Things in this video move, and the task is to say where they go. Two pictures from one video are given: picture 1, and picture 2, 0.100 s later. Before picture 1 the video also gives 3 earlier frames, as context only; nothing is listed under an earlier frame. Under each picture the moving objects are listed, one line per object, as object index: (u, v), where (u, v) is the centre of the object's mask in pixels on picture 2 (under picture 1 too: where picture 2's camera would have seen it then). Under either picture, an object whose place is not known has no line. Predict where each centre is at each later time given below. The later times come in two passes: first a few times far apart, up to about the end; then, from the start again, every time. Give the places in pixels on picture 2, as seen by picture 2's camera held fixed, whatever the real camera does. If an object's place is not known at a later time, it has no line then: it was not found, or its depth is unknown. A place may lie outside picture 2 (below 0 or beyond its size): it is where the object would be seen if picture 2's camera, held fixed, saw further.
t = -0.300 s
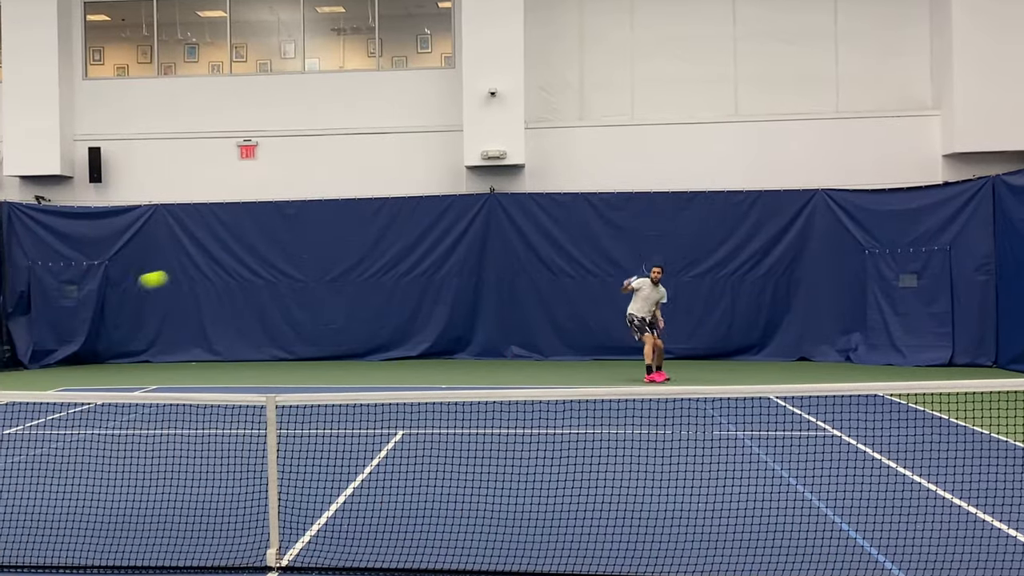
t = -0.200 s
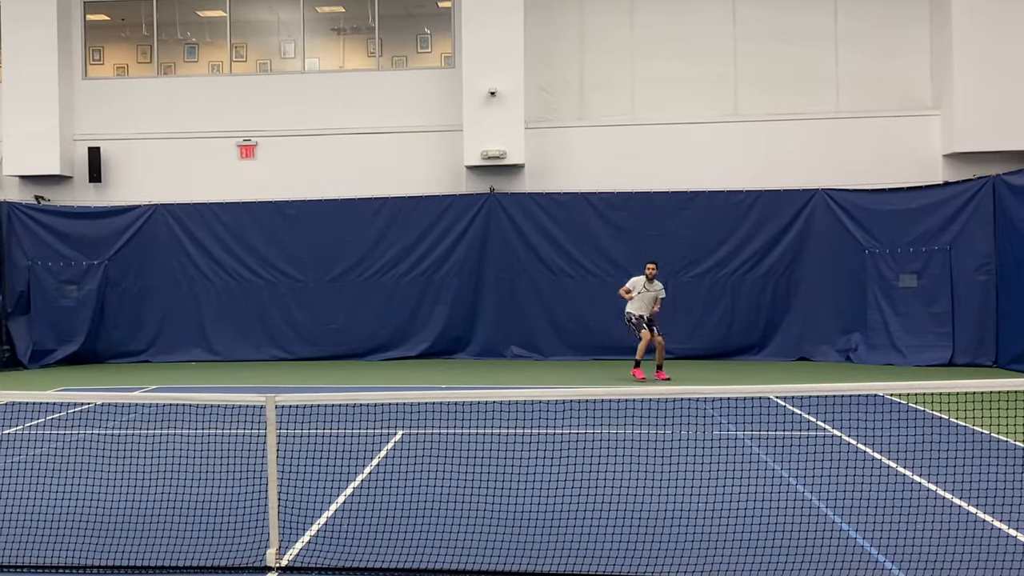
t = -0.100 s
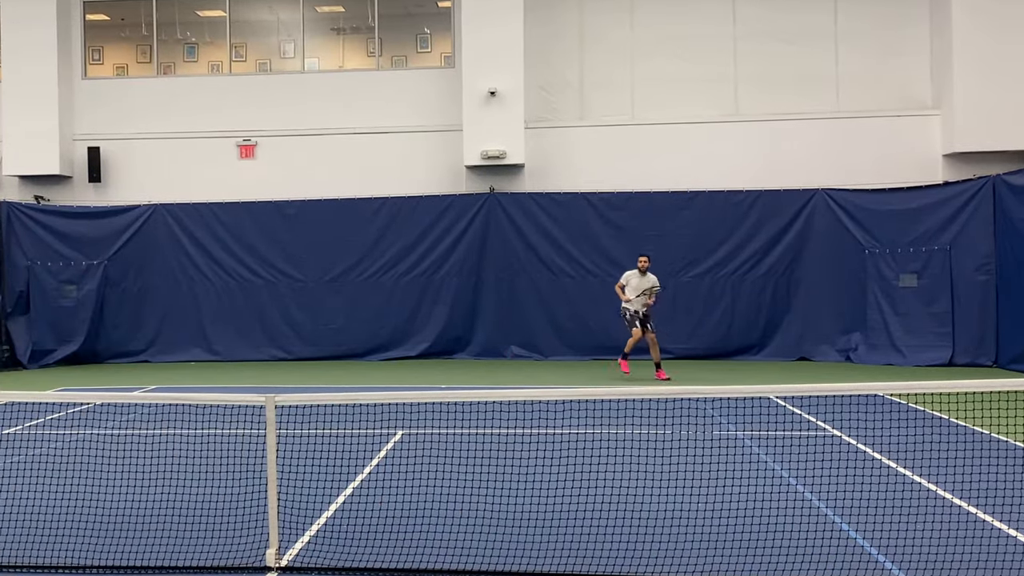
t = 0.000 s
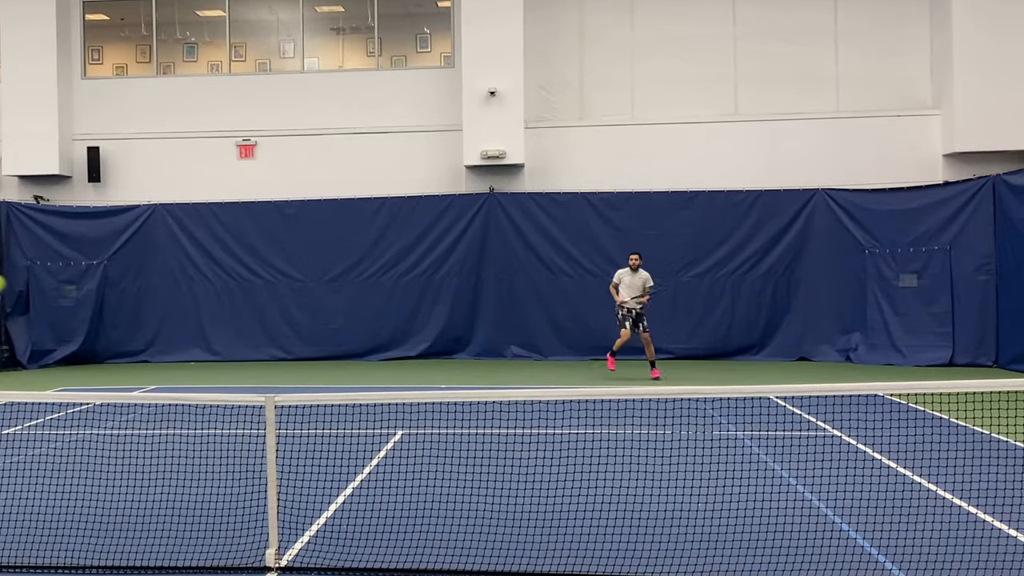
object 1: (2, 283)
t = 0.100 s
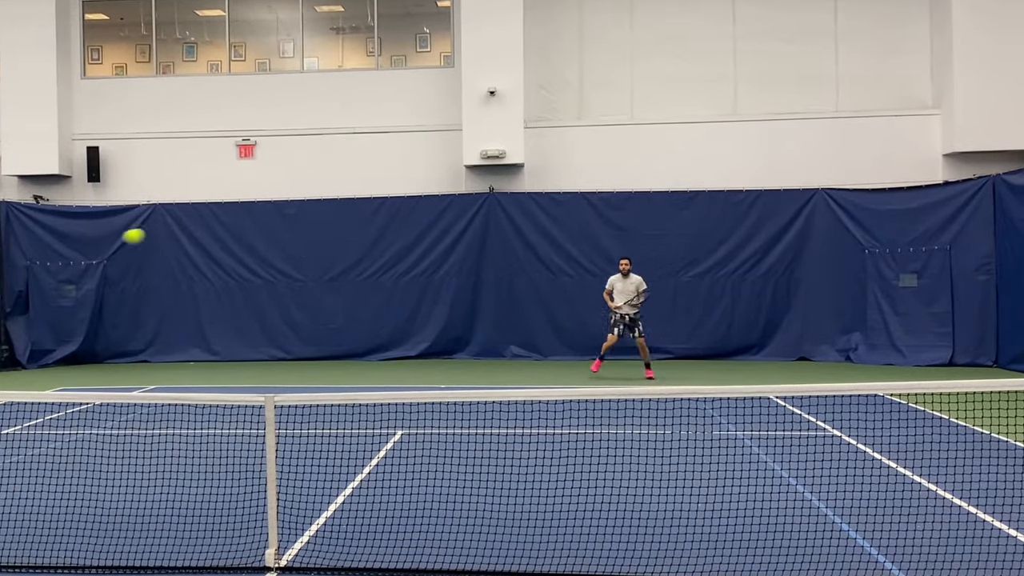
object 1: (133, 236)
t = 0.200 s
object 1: (223, 219)
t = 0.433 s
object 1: (342, 235)
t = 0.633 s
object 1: (400, 278)
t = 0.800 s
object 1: (432, 325)
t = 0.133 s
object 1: (168, 228)
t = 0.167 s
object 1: (198, 222)
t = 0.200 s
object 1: (223, 219)
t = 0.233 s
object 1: (246, 217)
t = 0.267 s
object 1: (267, 217)
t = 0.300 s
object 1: (285, 219)
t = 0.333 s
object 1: (301, 221)
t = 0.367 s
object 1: (316, 225)
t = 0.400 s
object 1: (330, 230)
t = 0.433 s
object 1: (342, 235)
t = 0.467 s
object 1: (354, 241)
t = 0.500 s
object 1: (365, 247)
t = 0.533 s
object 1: (375, 254)
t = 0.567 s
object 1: (383, 261)
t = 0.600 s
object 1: (392, 270)
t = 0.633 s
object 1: (400, 278)
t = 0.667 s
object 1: (407, 286)
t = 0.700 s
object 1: (414, 296)
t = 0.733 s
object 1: (420, 305)
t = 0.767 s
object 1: (426, 314)
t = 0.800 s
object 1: (432, 325)
